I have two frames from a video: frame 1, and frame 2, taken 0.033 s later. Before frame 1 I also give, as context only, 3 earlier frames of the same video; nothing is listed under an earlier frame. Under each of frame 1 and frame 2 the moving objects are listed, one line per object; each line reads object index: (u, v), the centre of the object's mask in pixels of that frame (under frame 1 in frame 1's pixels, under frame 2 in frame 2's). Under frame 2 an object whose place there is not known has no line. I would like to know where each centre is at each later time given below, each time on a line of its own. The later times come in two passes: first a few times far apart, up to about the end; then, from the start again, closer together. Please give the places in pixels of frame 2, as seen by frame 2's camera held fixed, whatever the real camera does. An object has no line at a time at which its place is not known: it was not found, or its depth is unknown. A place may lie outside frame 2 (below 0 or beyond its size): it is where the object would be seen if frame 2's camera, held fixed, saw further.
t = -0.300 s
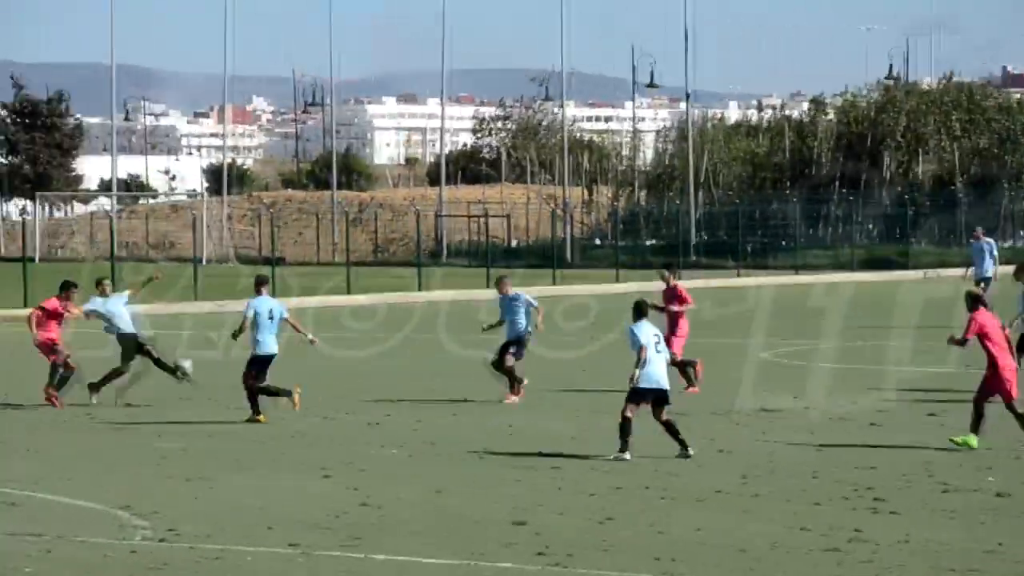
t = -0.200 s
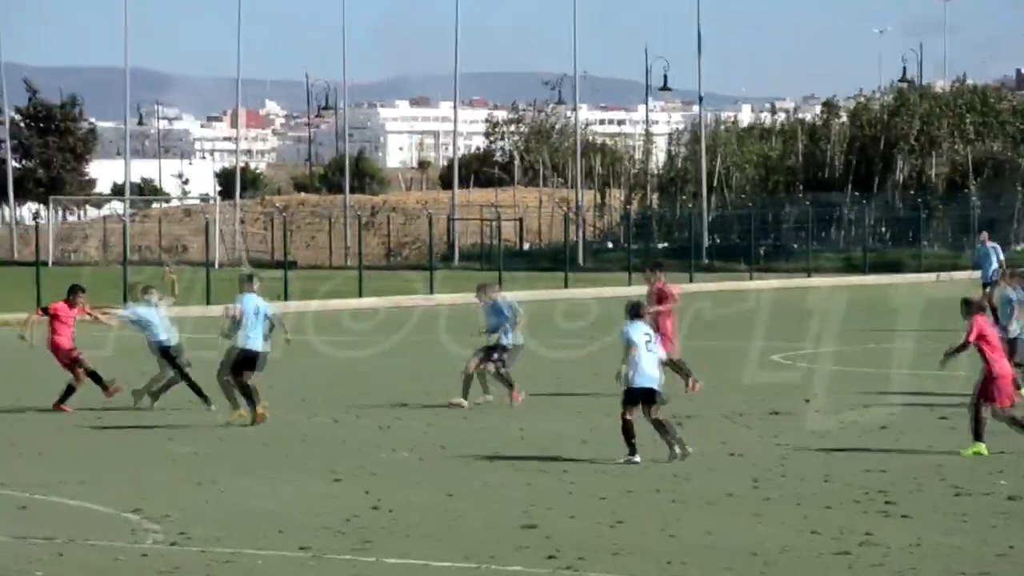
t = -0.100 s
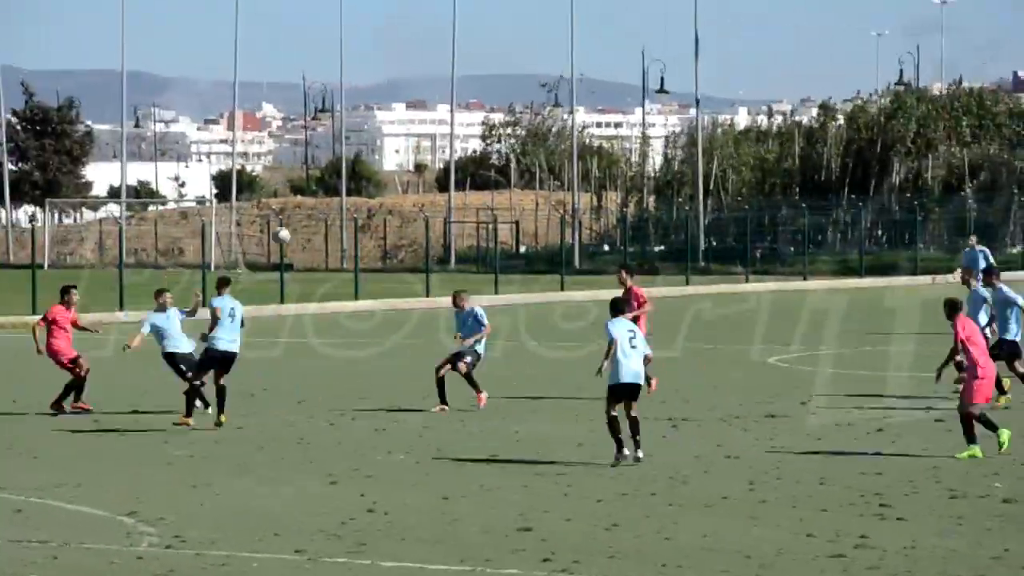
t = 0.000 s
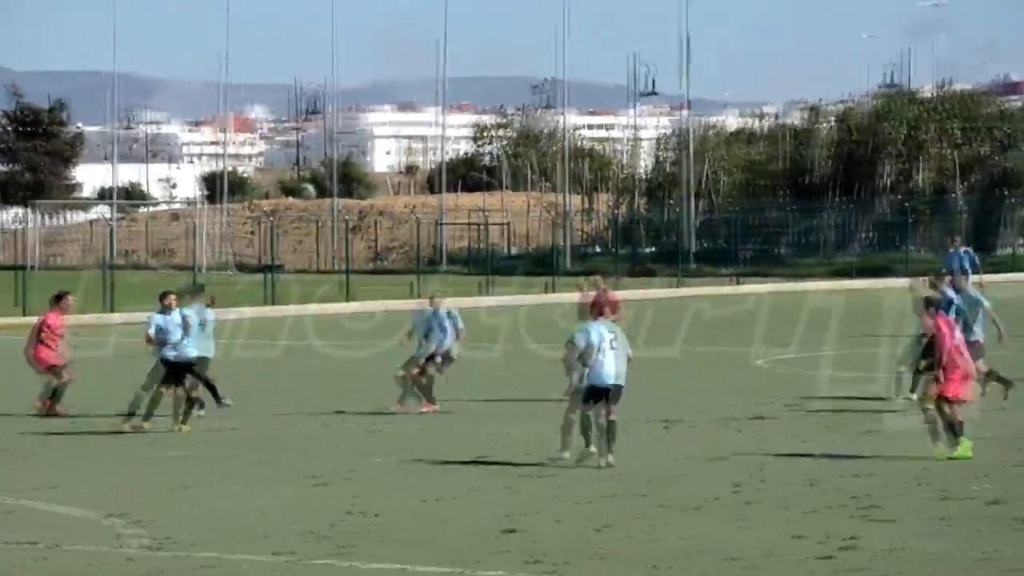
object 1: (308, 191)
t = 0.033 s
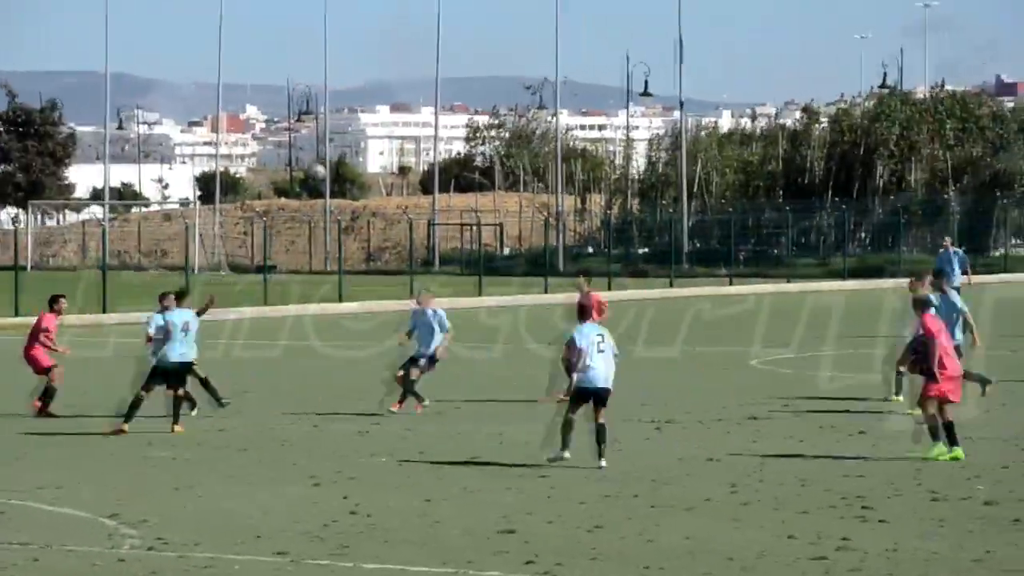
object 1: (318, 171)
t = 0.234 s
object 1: (399, 91)
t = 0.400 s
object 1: (463, 51)
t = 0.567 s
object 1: (528, 32)
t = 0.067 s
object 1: (334, 151)
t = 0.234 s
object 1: (399, 91)
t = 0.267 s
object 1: (415, 79)
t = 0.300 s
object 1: (432, 67)
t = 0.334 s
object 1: (433, 64)
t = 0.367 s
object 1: (448, 59)
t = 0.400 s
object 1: (463, 51)
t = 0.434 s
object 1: (479, 43)
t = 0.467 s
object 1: (495, 39)
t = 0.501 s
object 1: (505, 35)
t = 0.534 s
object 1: (512, 35)
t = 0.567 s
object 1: (528, 32)
